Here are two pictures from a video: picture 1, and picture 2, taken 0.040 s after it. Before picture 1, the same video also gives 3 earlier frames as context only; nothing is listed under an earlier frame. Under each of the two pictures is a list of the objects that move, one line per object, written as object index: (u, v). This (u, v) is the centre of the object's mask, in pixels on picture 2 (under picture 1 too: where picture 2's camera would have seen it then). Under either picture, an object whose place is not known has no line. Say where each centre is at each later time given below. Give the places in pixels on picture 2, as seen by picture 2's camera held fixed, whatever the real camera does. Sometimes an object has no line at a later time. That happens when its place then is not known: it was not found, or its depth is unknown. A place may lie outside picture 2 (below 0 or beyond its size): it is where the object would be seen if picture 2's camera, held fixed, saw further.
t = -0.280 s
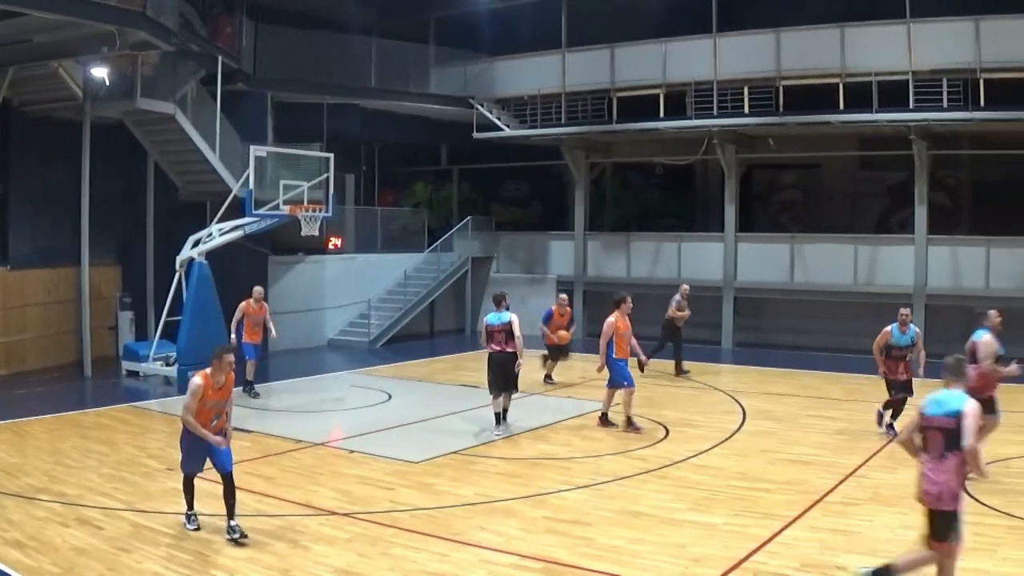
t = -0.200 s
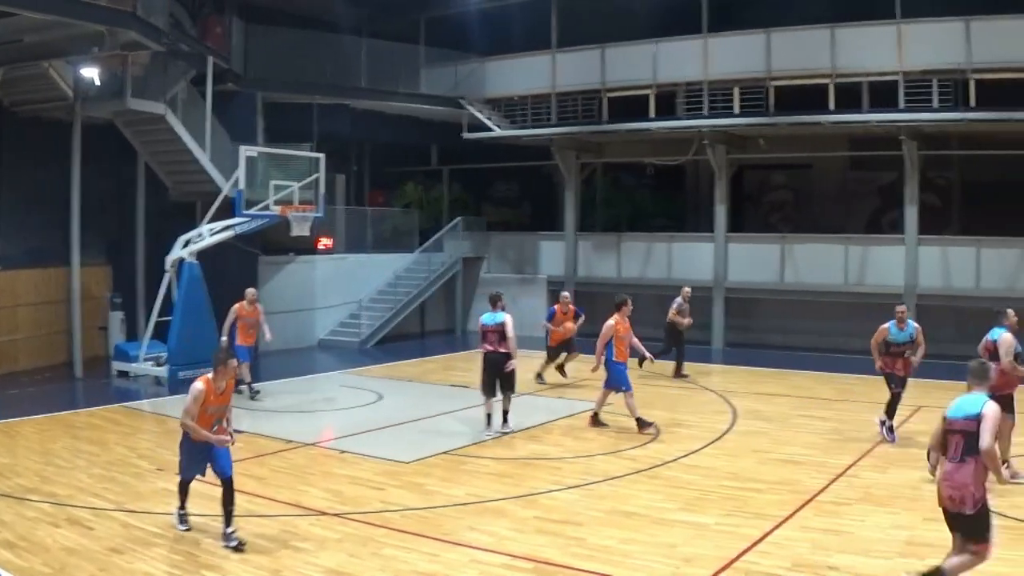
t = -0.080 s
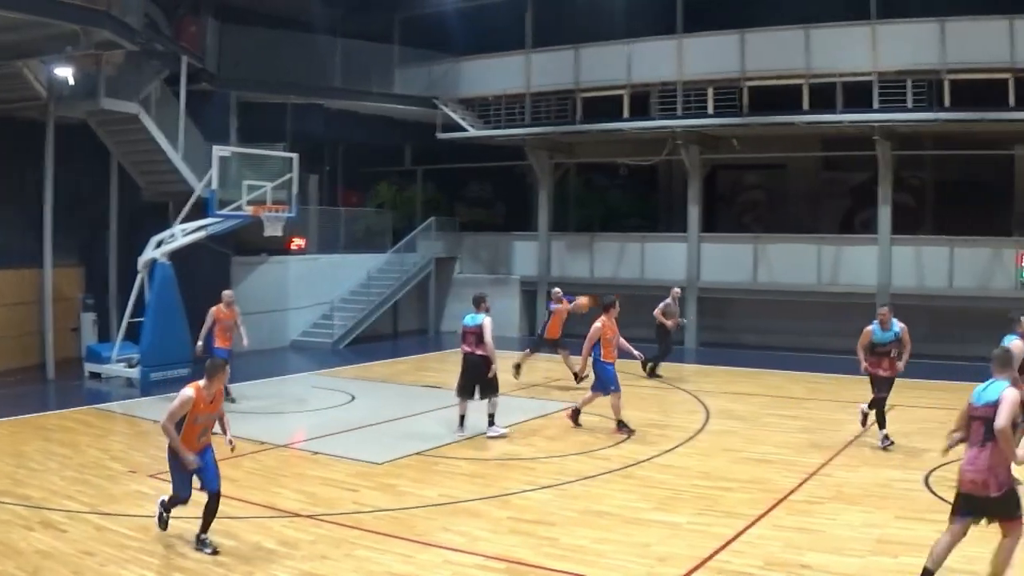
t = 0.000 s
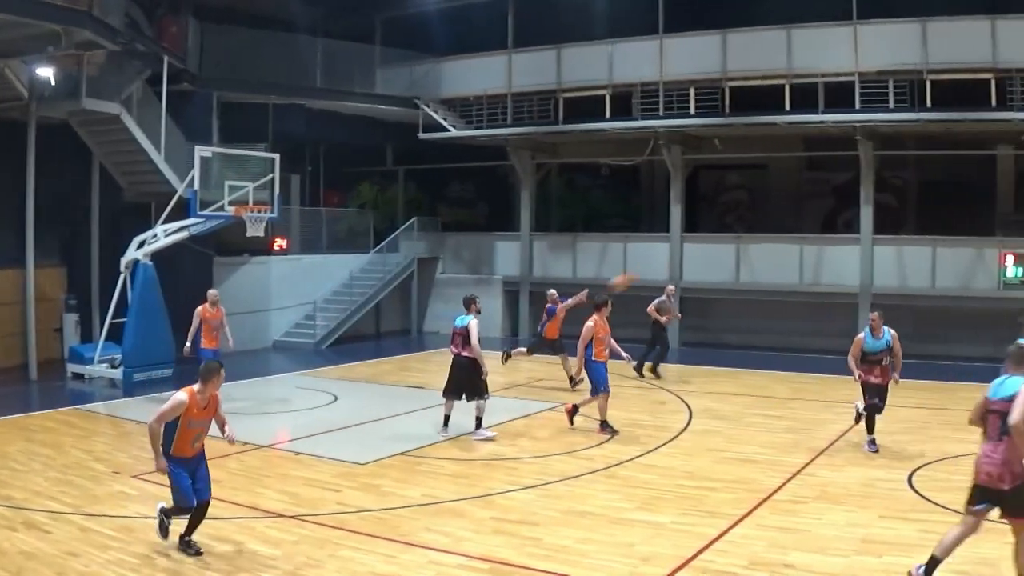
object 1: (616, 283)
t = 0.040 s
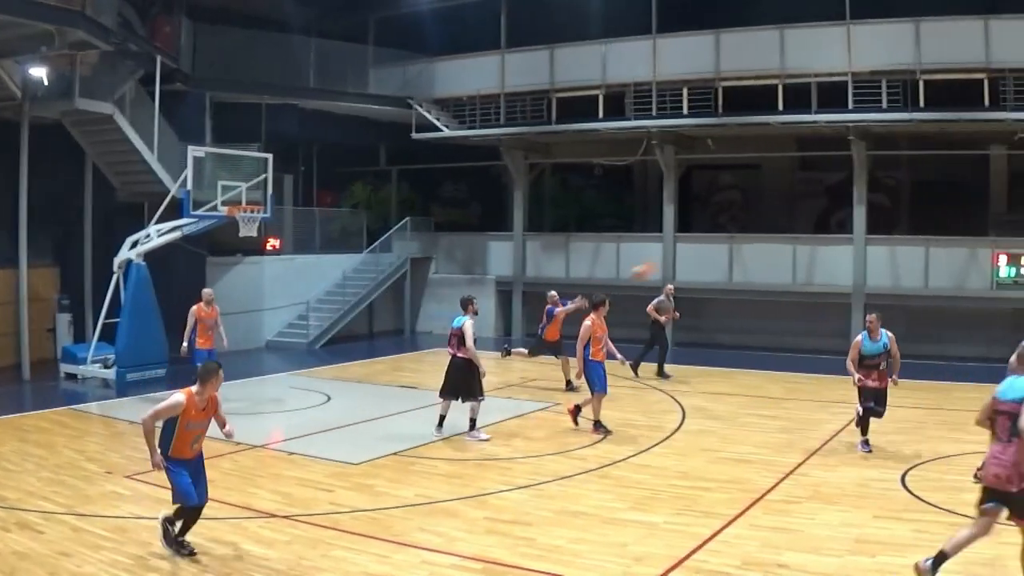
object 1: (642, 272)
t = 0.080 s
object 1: (667, 262)
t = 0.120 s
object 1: (697, 252)
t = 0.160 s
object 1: (724, 244)
